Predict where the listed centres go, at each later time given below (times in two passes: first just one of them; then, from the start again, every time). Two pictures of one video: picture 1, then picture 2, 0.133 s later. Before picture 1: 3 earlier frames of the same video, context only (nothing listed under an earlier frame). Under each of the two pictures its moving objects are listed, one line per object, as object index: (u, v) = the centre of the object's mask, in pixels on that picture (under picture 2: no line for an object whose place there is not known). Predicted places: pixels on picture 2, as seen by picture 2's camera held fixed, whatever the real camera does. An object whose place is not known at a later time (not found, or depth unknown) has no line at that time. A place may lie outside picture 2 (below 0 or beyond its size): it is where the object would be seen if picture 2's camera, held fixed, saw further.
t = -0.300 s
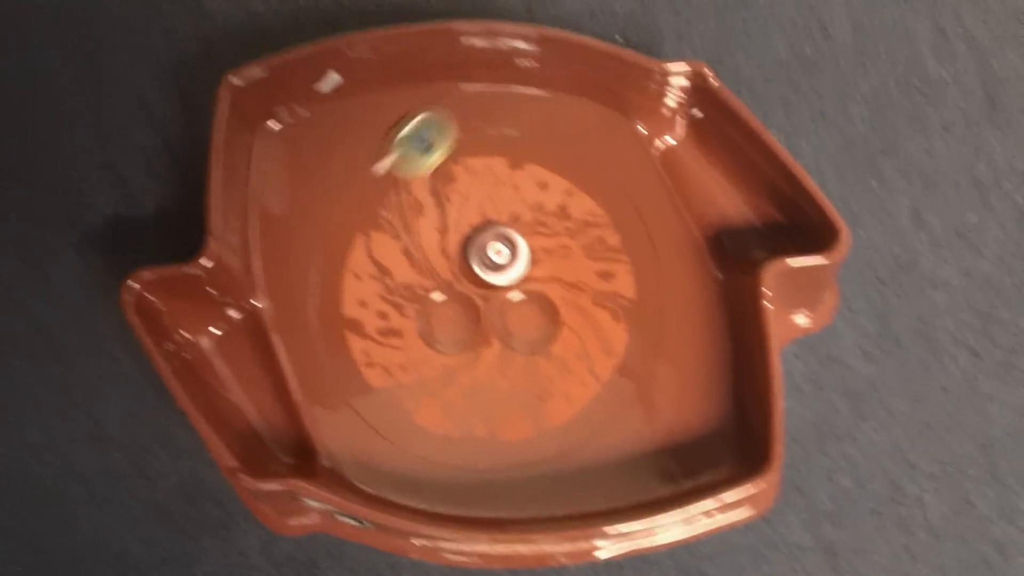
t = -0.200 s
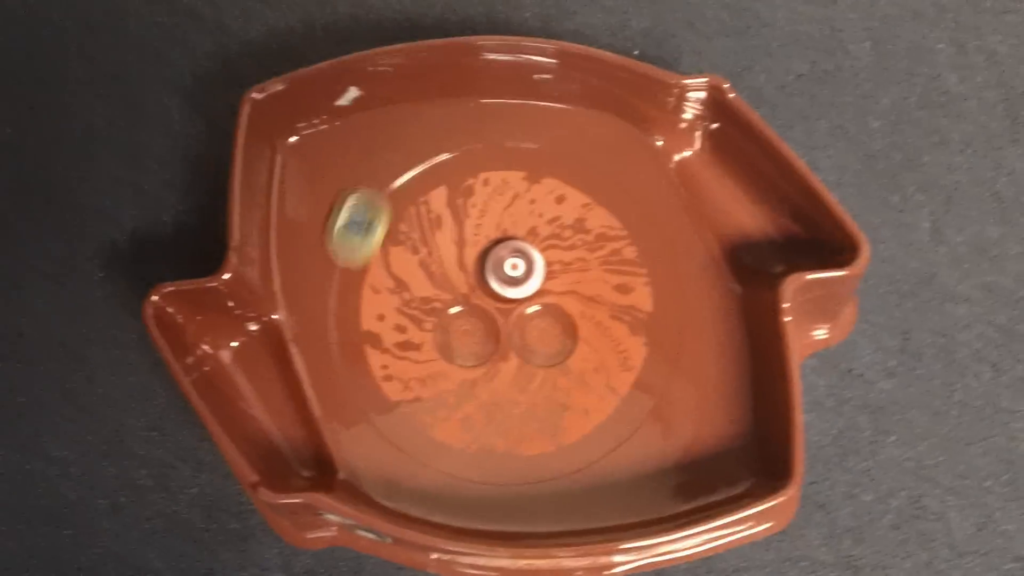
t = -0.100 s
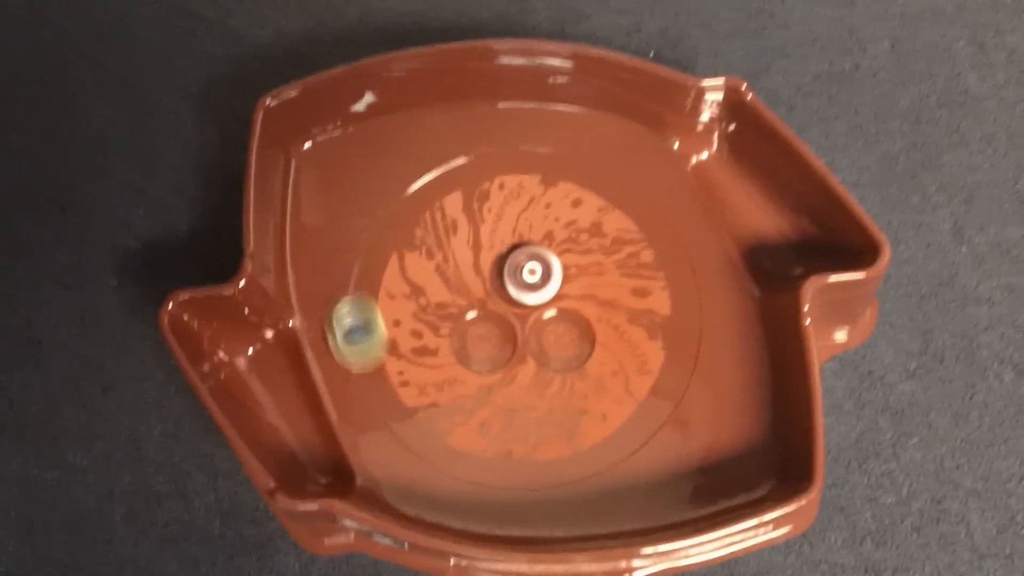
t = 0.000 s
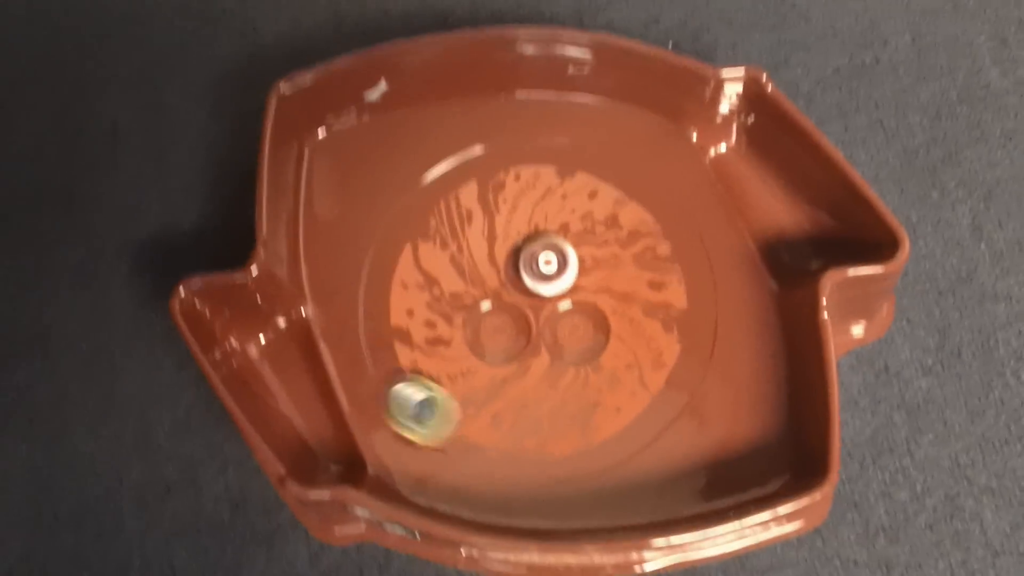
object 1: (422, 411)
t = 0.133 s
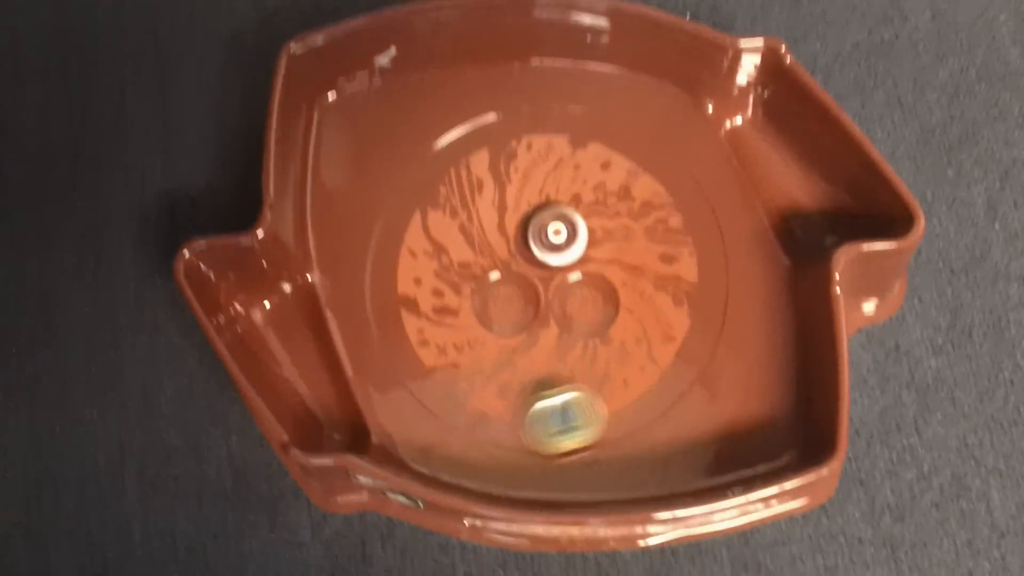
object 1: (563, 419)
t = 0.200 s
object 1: (632, 402)
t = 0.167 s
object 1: (599, 414)
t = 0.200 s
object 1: (632, 402)
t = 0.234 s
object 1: (664, 385)
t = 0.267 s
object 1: (690, 363)
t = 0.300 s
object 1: (710, 336)
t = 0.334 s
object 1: (723, 307)
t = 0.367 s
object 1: (727, 276)
